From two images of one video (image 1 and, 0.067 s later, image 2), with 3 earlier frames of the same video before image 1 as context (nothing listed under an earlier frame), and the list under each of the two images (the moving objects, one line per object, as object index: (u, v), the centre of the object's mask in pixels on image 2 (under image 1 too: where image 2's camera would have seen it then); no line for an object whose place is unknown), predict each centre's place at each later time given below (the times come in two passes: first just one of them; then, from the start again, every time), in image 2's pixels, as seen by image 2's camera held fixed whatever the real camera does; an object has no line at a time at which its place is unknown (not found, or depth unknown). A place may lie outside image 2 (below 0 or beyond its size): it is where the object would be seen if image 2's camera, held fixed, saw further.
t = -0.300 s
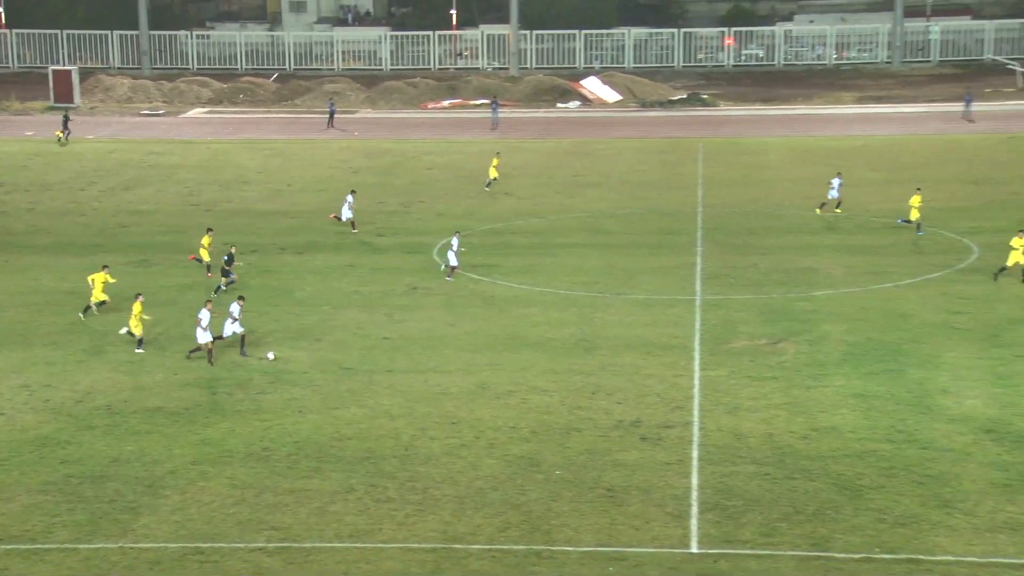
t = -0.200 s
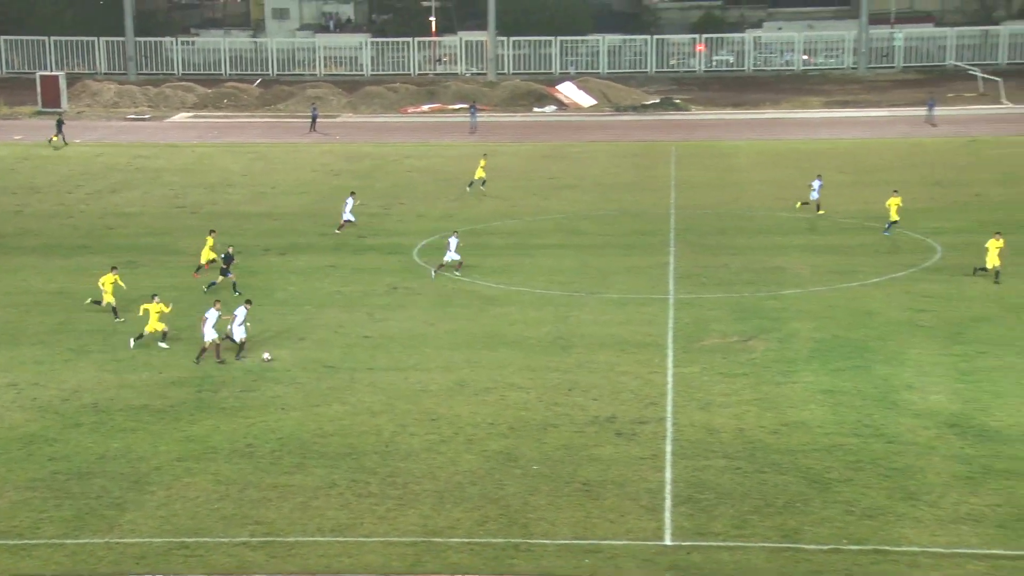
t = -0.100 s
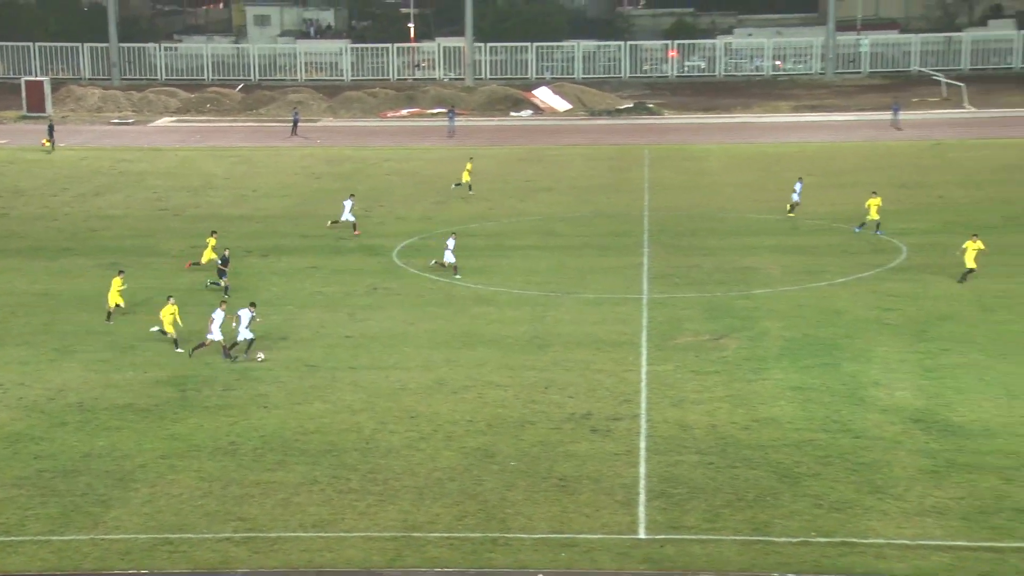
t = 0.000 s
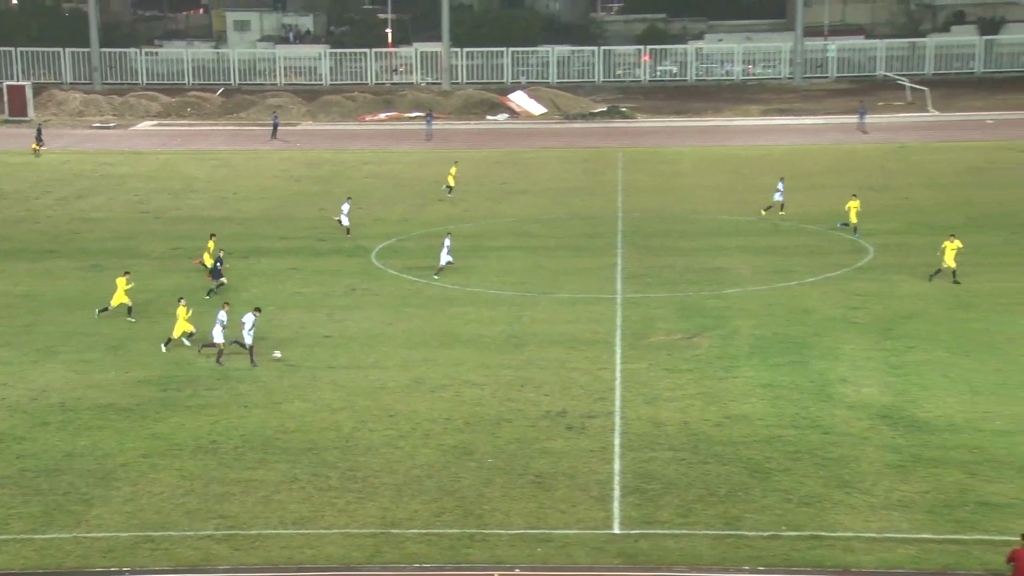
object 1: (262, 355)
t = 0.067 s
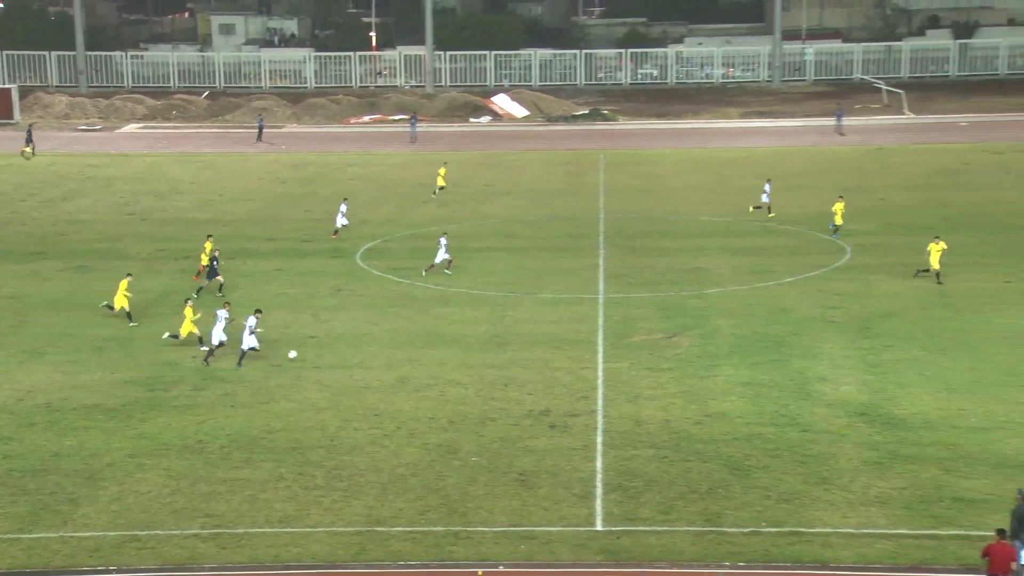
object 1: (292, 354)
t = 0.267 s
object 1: (380, 361)
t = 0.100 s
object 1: (307, 354)
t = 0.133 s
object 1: (321, 355)
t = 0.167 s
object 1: (337, 356)
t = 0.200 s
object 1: (351, 357)
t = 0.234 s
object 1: (365, 359)
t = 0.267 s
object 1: (380, 361)
